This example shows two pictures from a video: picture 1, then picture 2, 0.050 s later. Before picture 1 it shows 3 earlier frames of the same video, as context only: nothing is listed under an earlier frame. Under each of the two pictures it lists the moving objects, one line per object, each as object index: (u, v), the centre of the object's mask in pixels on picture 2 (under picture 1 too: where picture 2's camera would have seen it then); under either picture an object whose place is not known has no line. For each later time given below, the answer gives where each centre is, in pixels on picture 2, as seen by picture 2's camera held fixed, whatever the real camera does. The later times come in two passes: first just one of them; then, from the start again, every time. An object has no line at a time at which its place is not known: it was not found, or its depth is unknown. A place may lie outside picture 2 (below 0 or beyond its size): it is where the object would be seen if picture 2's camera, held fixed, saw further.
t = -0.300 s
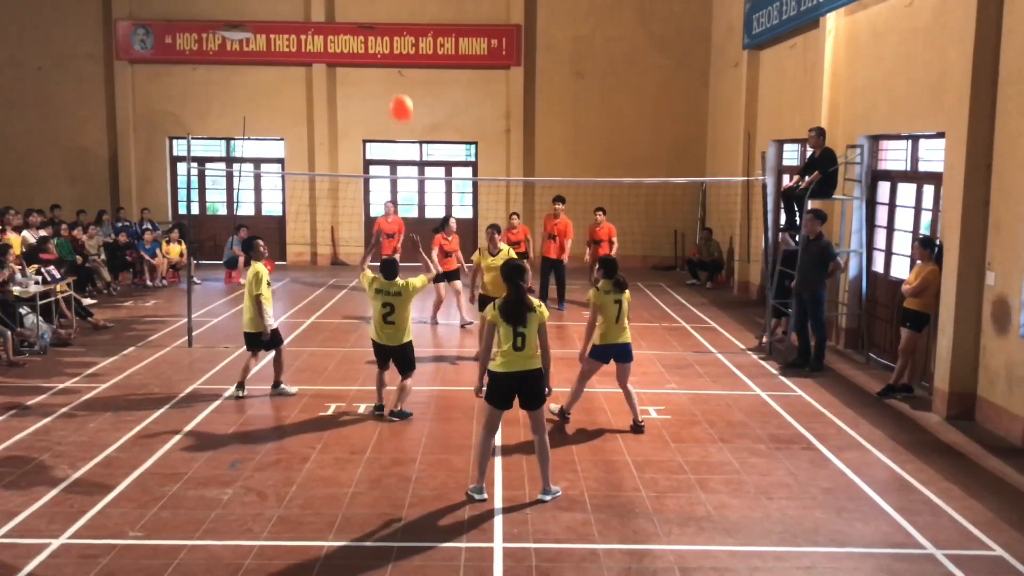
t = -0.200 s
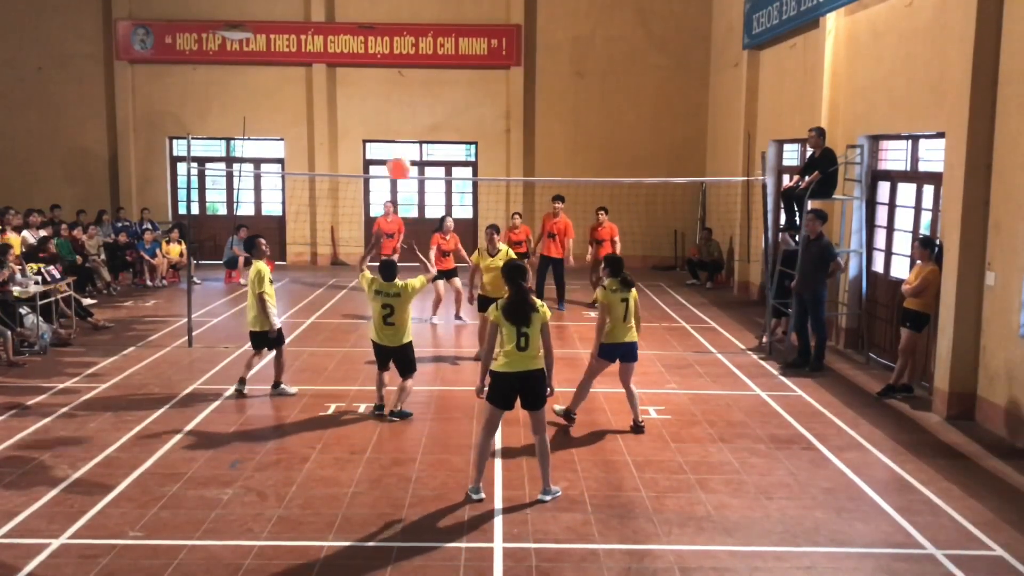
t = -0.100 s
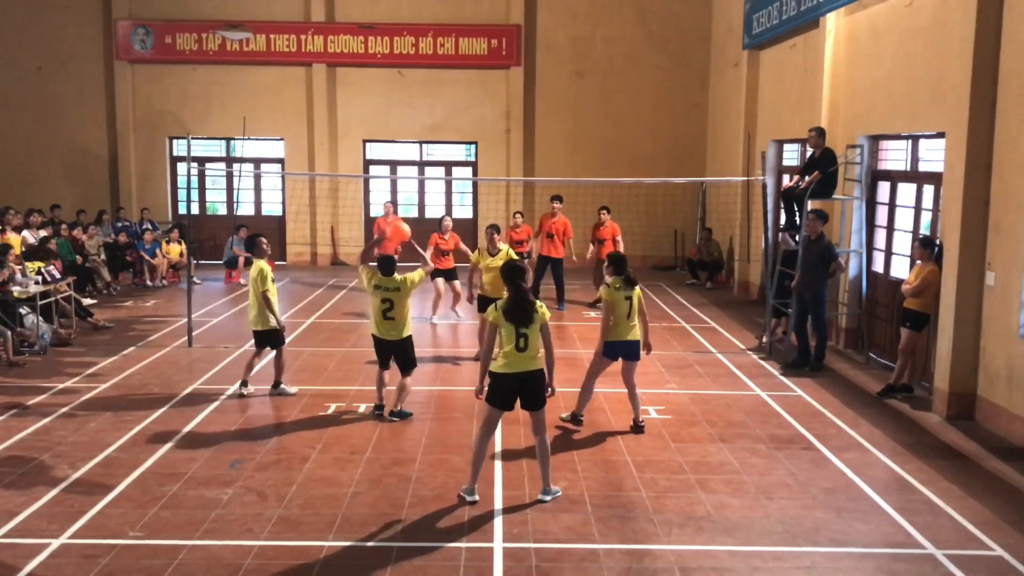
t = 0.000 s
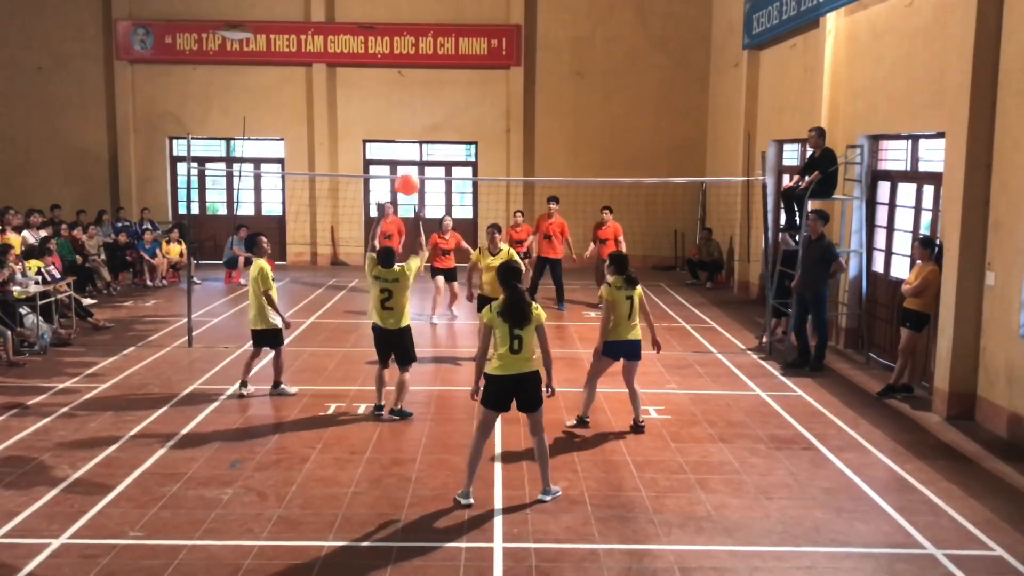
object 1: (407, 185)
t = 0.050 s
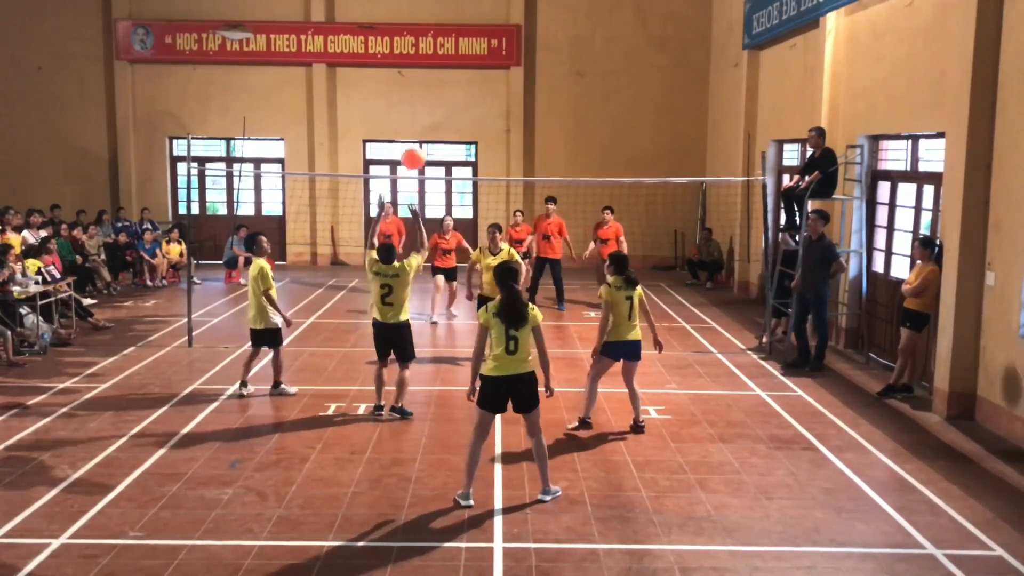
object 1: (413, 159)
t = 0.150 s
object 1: (424, 116)
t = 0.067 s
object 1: (415, 151)
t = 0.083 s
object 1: (417, 143)
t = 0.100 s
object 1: (419, 135)
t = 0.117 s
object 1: (421, 129)
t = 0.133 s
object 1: (422, 123)
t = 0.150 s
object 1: (424, 116)
